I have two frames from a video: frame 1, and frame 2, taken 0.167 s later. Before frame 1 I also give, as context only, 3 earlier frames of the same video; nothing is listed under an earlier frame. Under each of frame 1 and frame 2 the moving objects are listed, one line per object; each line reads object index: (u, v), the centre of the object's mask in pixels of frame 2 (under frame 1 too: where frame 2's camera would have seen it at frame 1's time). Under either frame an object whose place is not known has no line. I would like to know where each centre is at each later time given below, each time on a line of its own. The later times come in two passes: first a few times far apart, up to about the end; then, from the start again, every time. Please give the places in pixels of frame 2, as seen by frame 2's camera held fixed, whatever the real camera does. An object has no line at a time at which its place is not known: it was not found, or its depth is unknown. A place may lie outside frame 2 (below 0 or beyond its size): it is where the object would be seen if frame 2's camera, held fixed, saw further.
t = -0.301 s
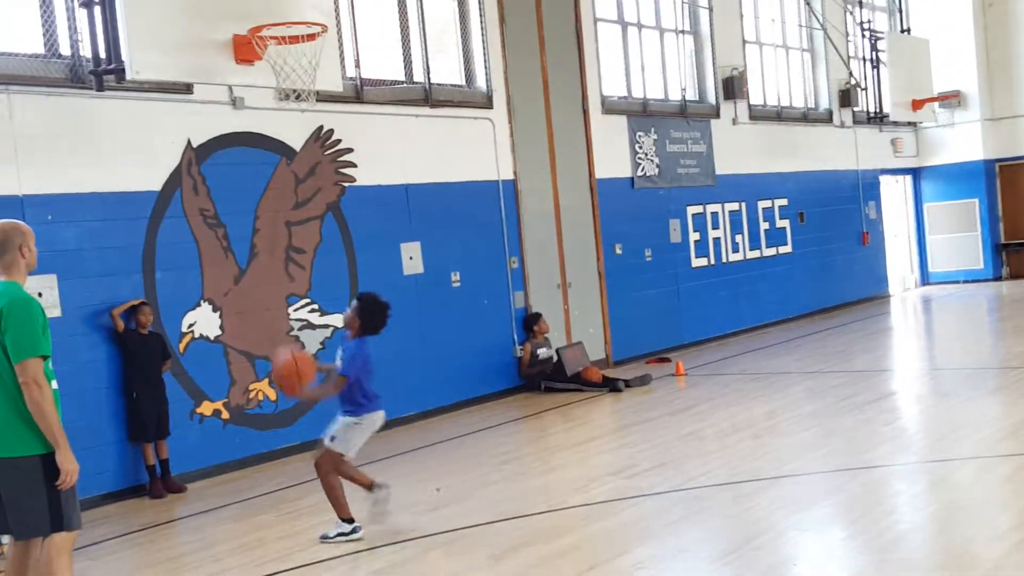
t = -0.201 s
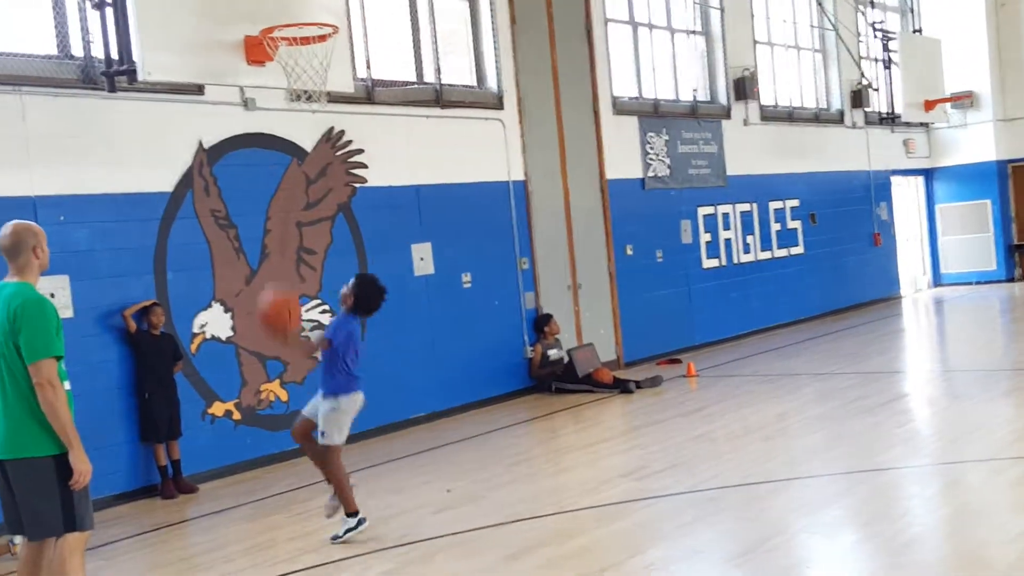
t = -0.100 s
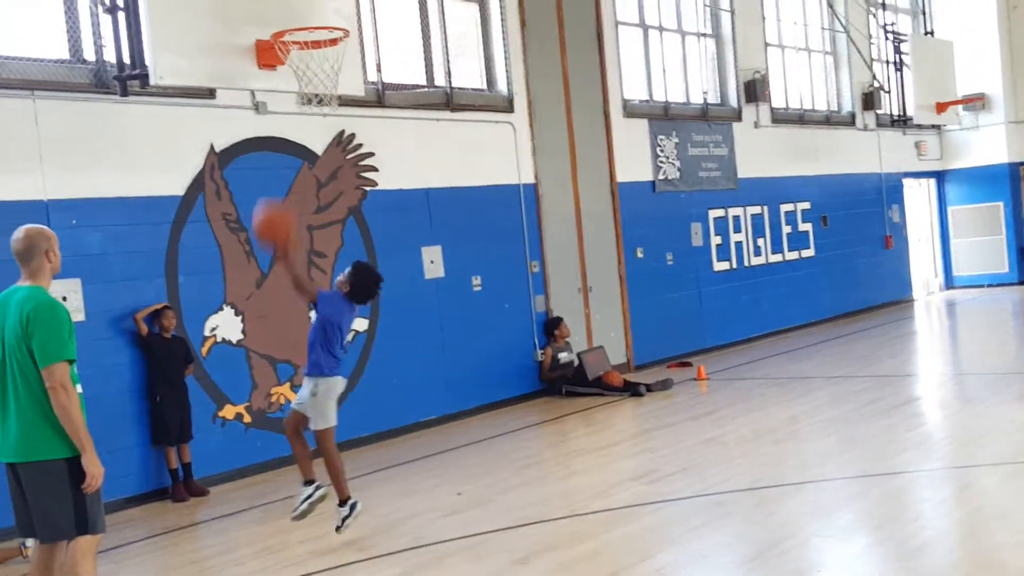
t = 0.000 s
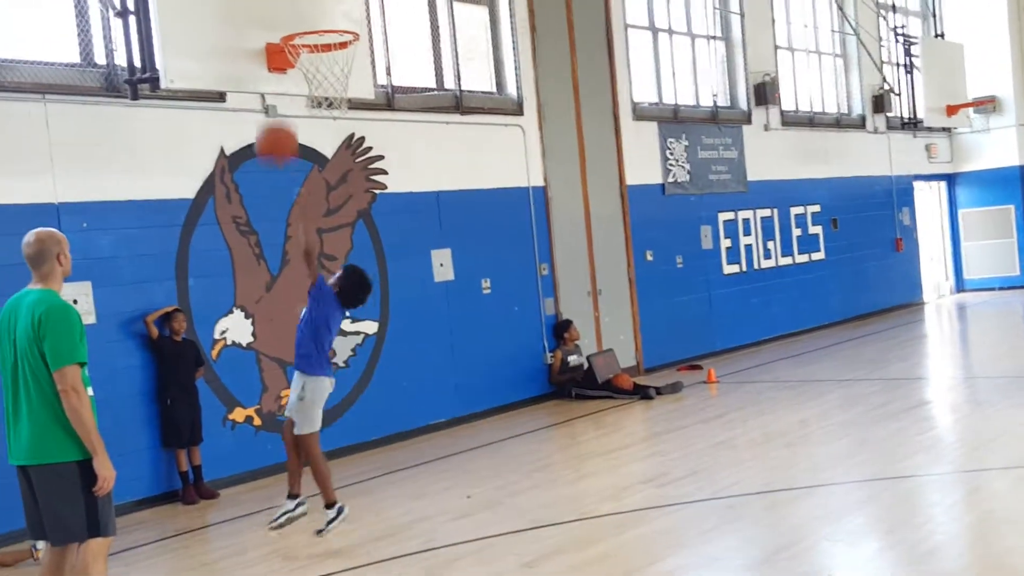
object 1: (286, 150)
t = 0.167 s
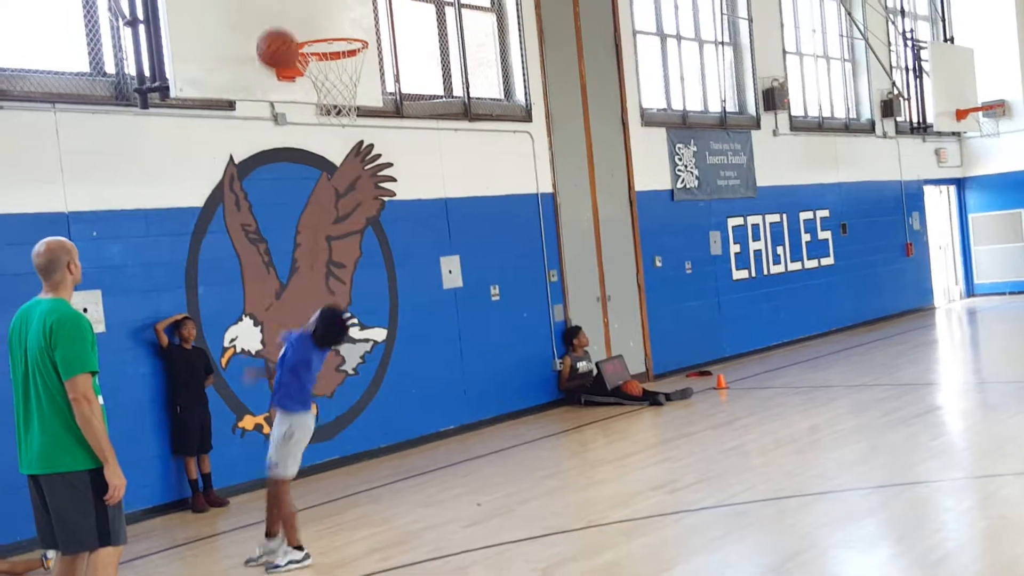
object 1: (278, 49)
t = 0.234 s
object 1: (276, 24)
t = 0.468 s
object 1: (277, 3)
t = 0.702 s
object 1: (294, 24)
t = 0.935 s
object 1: (330, 37)
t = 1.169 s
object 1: (352, 95)
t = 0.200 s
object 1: (277, 35)
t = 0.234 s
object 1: (276, 24)
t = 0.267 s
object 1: (275, 15)
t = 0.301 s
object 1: (275, 9)
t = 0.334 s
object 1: (275, 6)
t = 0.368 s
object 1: (275, 4)
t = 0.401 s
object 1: (276, 3)
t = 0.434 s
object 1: (276, 3)
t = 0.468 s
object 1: (277, 3)
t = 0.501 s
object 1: (277, 4)
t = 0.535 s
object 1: (278, 7)
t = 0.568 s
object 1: (280, 11)
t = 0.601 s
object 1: (281, 20)
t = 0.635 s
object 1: (283, 29)
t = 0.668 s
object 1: (289, 29)
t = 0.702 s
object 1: (294, 24)
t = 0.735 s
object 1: (299, 21)
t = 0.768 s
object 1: (303, 19)
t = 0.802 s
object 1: (308, 19)
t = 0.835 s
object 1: (312, 20)
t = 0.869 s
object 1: (318, 22)
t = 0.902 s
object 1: (323, 27)
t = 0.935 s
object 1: (330, 37)
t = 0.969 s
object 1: (336, 45)
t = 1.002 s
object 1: (342, 56)
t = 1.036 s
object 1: (347, 67)
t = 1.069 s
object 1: (351, 76)
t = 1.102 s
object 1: (352, 82)
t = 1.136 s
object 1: (352, 89)
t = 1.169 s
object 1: (352, 95)
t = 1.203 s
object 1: (351, 103)
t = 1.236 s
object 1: (350, 113)
